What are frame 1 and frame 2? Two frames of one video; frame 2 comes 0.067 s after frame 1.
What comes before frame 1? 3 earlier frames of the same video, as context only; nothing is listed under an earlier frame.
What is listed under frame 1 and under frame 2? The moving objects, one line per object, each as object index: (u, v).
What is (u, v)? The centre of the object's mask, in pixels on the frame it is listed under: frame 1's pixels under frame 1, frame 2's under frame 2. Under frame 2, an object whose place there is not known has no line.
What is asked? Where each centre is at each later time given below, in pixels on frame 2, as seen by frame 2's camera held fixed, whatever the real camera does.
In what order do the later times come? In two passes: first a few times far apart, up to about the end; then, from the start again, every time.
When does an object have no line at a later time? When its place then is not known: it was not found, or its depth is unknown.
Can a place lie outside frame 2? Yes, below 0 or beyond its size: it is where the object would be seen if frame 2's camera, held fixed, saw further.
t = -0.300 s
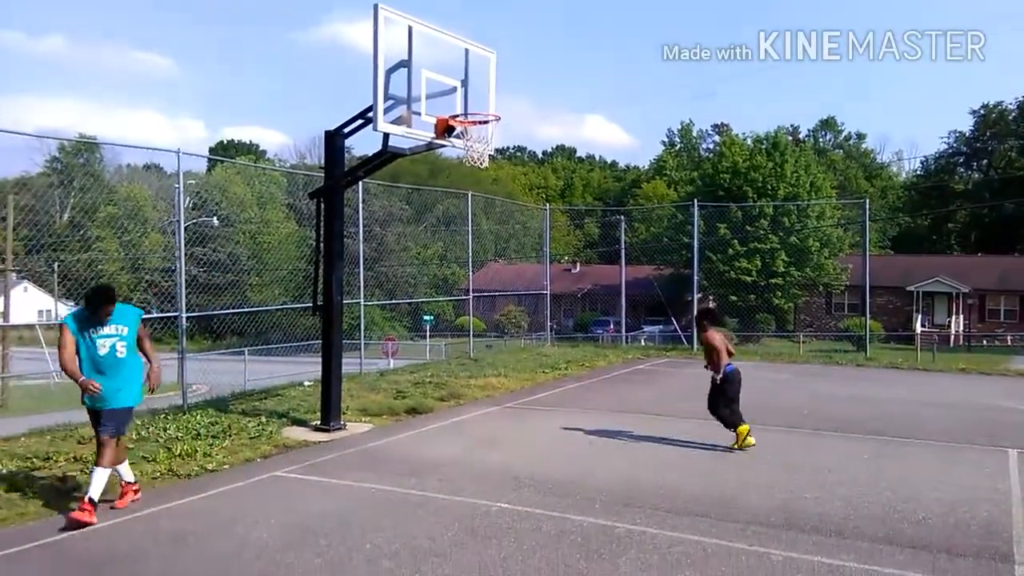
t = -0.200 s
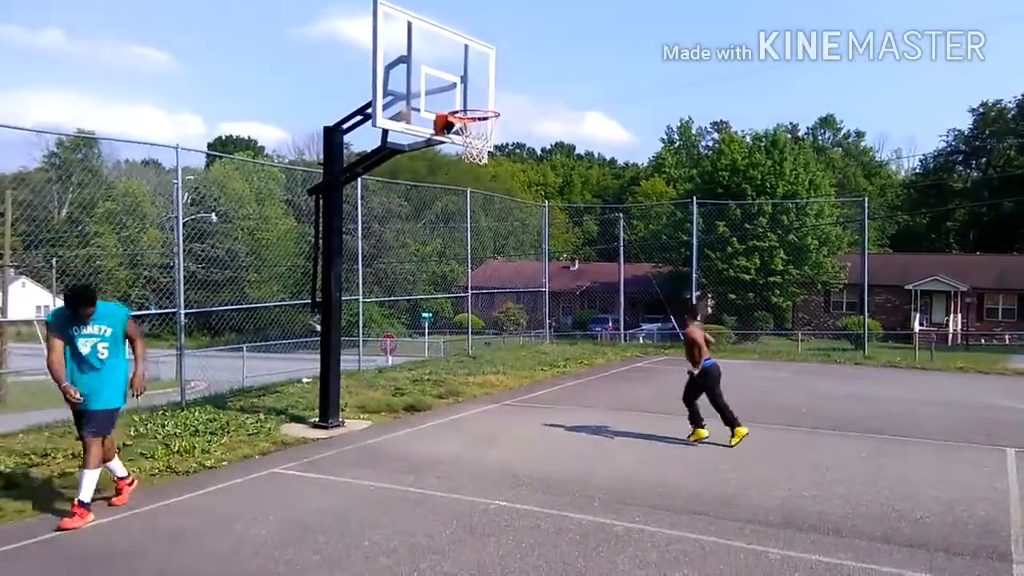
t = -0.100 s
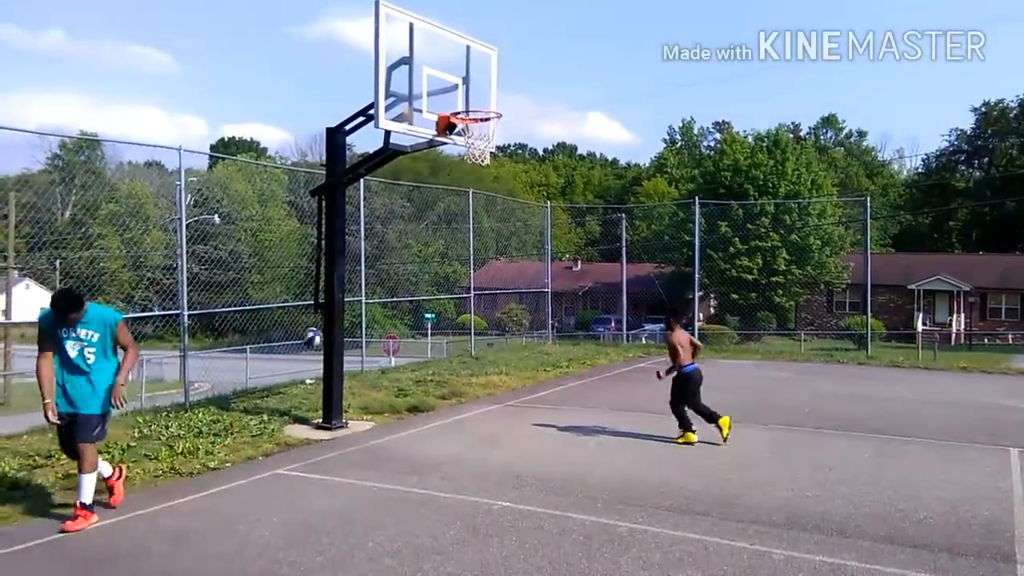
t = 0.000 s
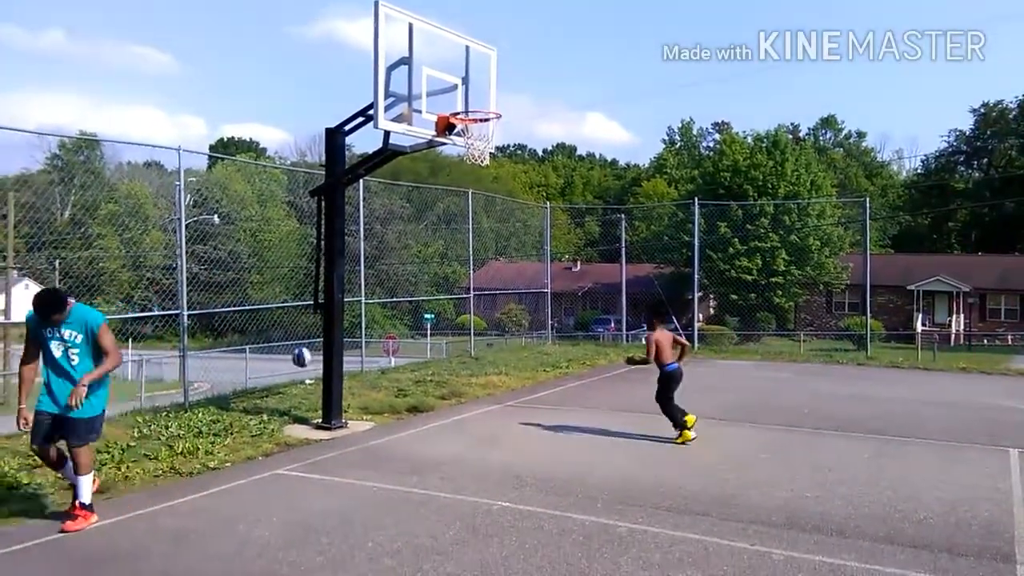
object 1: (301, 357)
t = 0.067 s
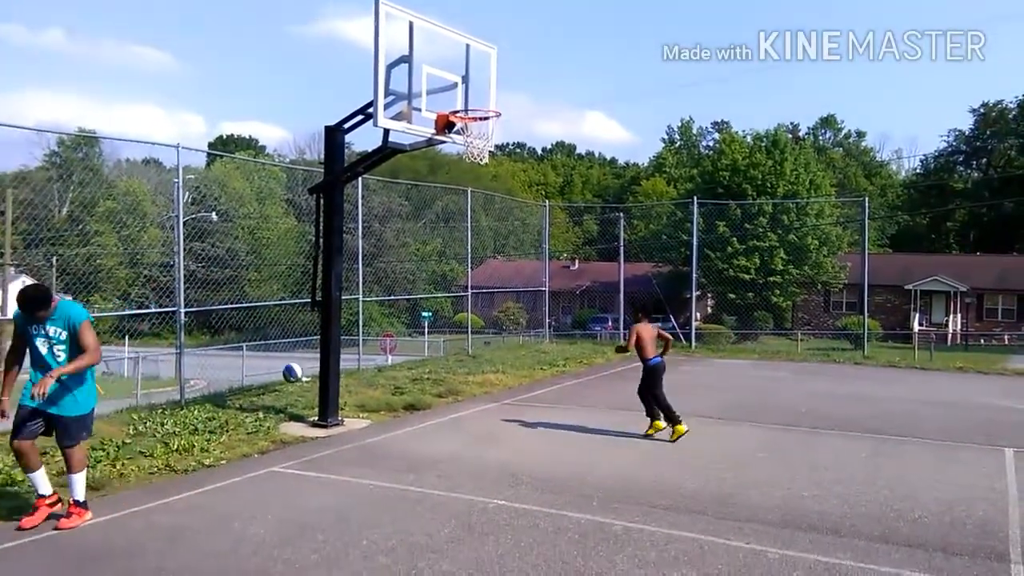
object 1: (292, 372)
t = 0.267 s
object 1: (273, 387)
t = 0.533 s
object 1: (243, 382)
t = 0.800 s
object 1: (216, 393)
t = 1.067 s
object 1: (191, 399)
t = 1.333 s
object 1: (177, 398)
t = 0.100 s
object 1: (289, 382)
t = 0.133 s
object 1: (286, 394)
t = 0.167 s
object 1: (283, 403)
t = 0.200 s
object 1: (280, 398)
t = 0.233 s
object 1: (277, 393)
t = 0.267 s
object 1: (273, 387)
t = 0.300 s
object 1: (269, 383)
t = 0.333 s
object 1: (264, 380)
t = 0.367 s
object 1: (261, 379)
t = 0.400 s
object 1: (257, 377)
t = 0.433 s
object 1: (254, 377)
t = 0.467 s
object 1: (250, 378)
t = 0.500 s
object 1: (246, 380)
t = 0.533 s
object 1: (243, 382)
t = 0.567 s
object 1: (239, 386)
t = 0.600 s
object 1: (236, 390)
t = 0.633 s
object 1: (232, 396)
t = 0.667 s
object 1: (229, 401)
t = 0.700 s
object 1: (225, 401)
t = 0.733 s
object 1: (221, 397)
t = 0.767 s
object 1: (219, 395)
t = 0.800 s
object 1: (216, 393)
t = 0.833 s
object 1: (212, 392)
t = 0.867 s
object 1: (209, 392)
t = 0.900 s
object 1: (206, 393)
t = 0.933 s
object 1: (202, 395)
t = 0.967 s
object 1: (199, 397)
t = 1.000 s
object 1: (196, 400)
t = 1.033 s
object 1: (193, 400)
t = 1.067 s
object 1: (191, 399)
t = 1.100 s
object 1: (187, 400)
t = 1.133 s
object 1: (184, 399)
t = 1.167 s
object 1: (183, 398)
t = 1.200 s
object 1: (181, 397)
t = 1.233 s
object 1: (180, 396)
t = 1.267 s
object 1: (180, 396)
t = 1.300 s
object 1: (179, 397)
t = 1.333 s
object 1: (177, 398)
